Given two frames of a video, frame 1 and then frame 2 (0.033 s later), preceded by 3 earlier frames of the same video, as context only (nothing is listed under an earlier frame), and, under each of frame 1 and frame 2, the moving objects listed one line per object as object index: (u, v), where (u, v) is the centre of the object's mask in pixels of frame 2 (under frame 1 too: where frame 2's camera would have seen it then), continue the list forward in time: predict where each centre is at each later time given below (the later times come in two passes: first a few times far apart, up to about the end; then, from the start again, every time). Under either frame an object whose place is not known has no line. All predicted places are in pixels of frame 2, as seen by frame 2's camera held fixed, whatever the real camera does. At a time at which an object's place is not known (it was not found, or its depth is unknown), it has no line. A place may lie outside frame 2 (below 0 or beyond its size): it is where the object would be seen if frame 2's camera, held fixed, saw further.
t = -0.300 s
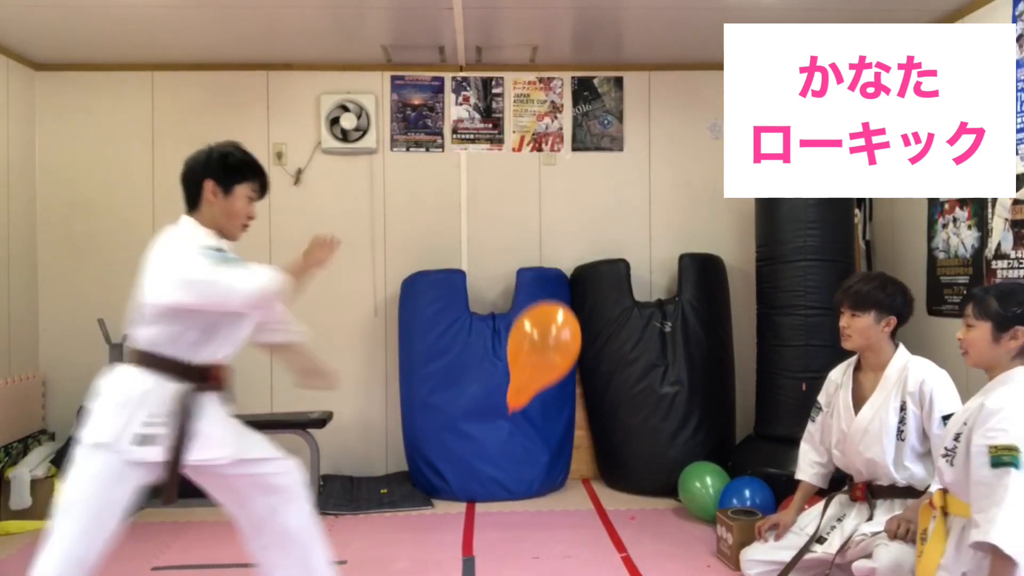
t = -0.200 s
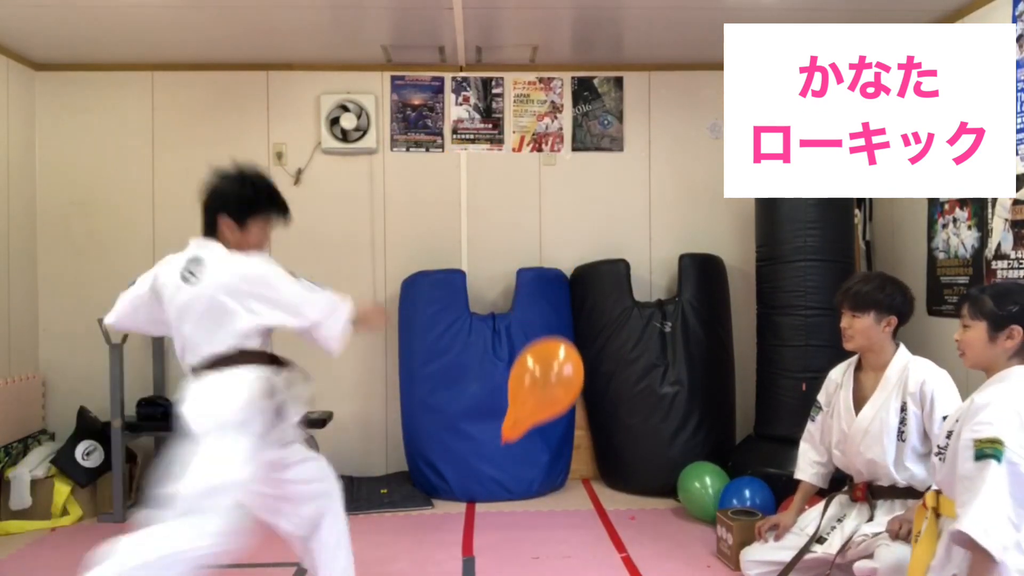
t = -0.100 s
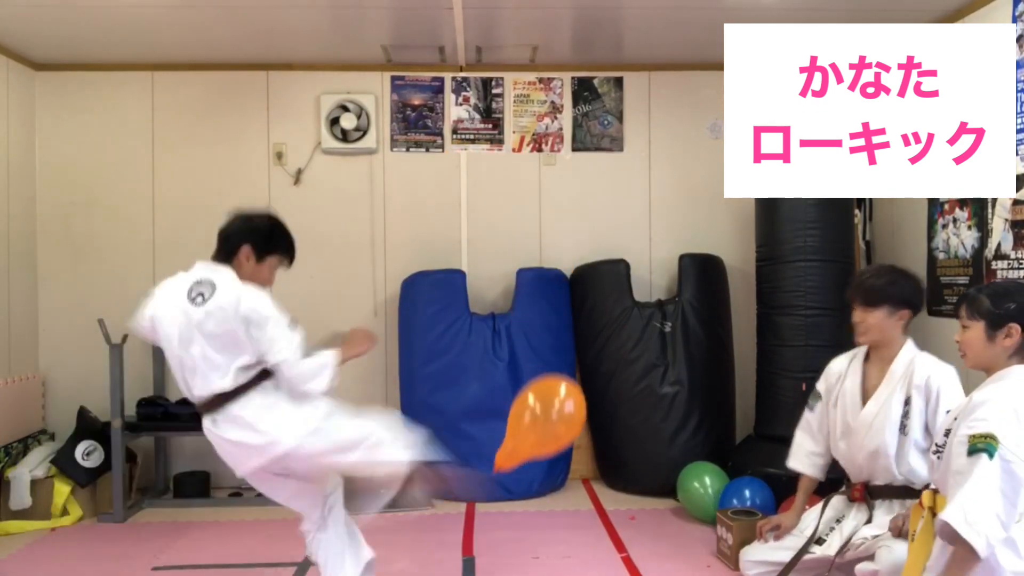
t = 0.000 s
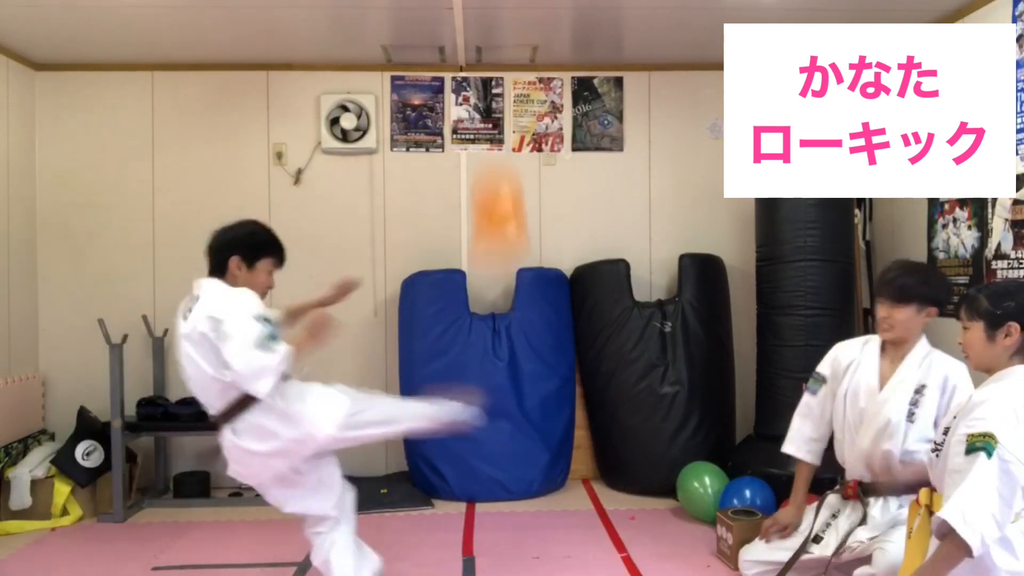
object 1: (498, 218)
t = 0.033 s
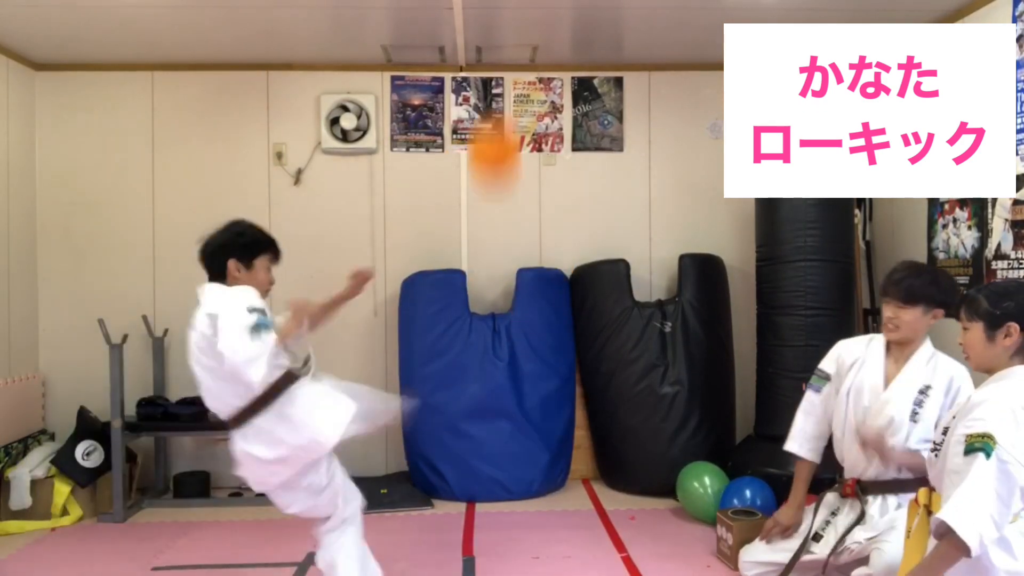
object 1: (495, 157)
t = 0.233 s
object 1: (502, 76)
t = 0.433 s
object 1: (518, 131)
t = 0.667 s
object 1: (537, 184)
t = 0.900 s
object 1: (555, 230)
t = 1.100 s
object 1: (573, 250)
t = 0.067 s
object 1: (495, 111)
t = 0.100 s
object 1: (498, 86)
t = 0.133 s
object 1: (499, 74)
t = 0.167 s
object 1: (500, 68)
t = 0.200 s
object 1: (500, 67)
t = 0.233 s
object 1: (502, 76)
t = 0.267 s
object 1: (504, 85)
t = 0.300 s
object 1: (507, 95)
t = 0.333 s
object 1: (510, 105)
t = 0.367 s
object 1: (512, 114)
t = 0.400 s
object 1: (515, 123)
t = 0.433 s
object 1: (518, 131)
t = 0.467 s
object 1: (521, 139)
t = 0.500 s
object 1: (524, 147)
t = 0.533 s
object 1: (526, 155)
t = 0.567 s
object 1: (529, 162)
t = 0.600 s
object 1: (532, 171)
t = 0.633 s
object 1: (534, 178)
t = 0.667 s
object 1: (537, 184)
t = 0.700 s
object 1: (539, 190)
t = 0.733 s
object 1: (542, 197)
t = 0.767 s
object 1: (545, 204)
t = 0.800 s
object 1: (547, 211)
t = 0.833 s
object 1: (550, 218)
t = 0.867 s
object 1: (552, 225)
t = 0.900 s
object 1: (555, 230)
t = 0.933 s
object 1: (557, 235)
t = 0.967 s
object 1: (560, 241)
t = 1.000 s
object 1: (563, 246)
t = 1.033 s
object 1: (566, 250)
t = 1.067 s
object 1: (570, 250)
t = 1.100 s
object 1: (573, 250)
